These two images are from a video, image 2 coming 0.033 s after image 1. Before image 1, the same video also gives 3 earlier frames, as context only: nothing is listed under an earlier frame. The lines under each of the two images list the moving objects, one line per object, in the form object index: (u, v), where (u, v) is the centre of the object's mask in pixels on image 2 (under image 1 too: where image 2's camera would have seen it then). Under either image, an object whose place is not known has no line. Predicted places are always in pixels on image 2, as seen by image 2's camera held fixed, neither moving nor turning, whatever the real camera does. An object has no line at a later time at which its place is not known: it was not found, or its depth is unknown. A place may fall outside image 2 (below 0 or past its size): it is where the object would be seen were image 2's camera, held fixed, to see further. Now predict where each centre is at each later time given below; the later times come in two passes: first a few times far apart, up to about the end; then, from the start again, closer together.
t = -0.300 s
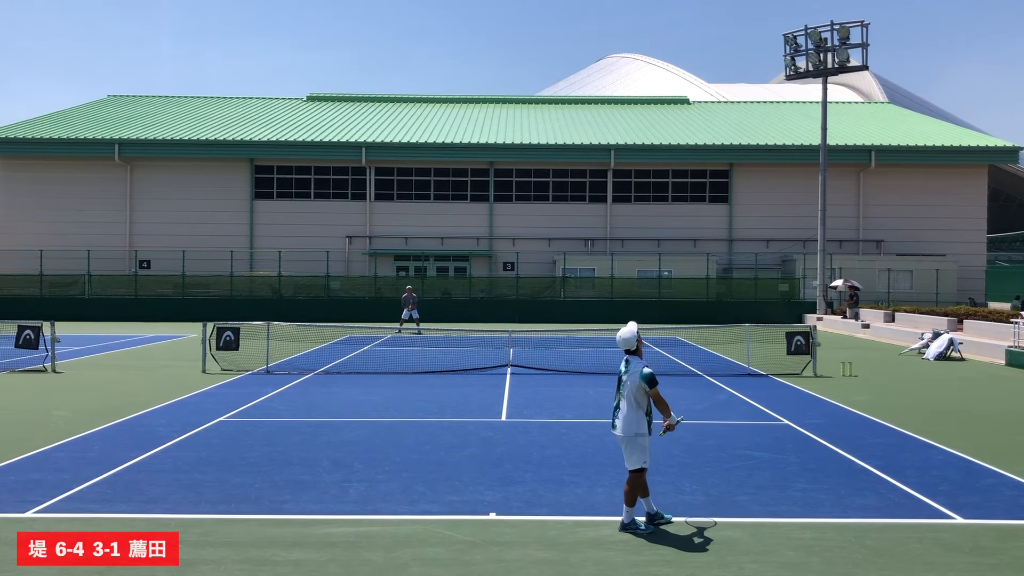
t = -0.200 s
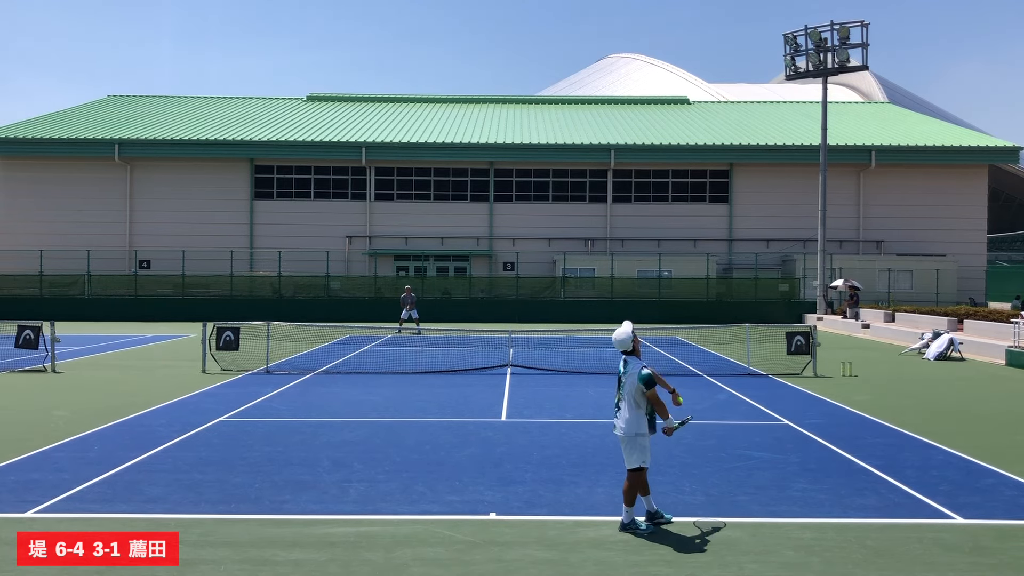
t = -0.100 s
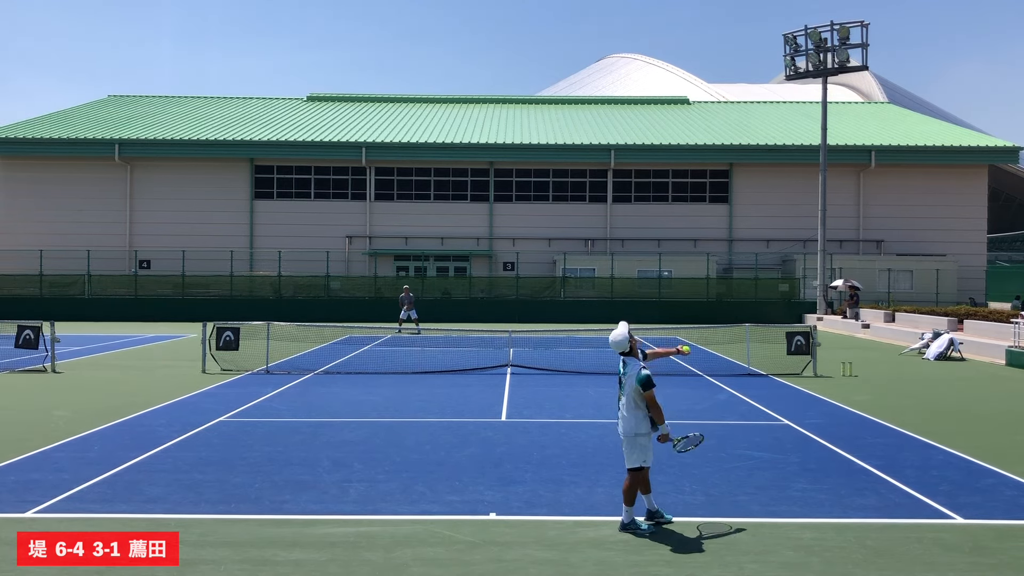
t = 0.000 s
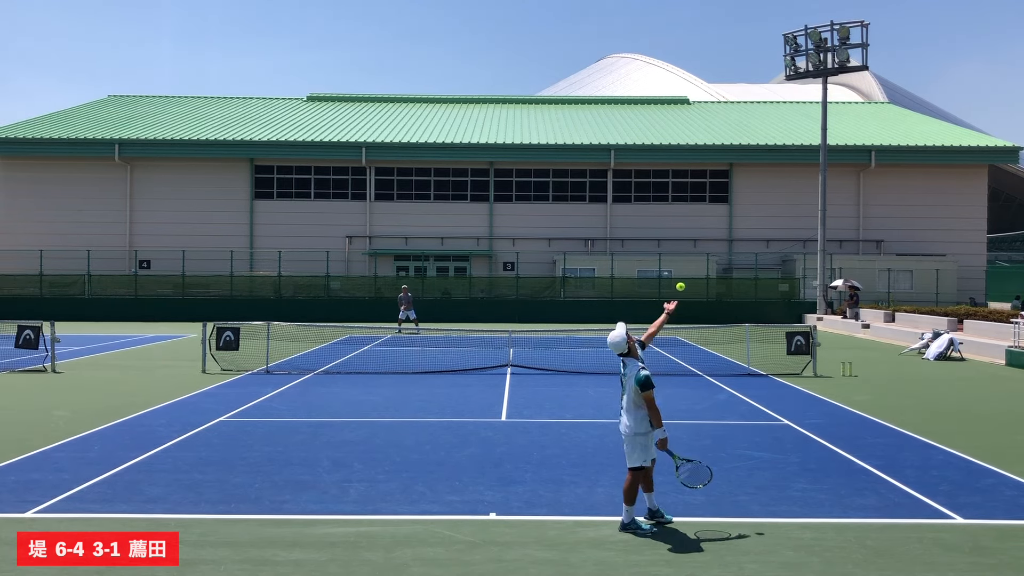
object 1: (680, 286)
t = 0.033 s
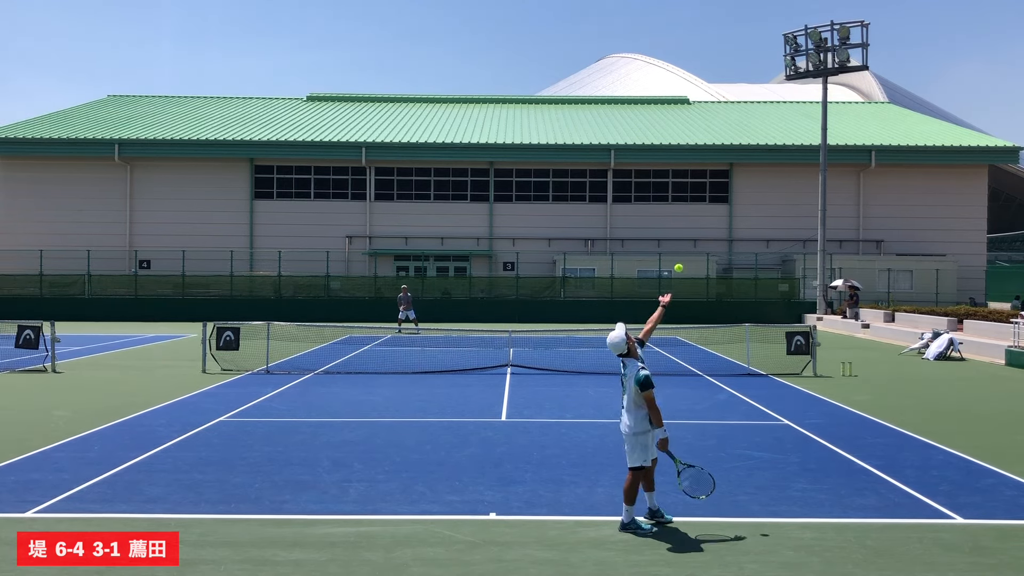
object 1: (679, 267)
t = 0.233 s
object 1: (668, 182)
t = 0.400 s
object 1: (660, 144)
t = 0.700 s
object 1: (644, 153)
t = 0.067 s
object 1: (677, 250)
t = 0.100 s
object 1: (675, 233)
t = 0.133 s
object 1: (673, 218)
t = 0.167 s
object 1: (672, 205)
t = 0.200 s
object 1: (670, 193)
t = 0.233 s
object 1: (668, 182)
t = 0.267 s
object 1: (667, 171)
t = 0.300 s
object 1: (665, 163)
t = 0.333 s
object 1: (663, 155)
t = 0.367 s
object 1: (662, 149)
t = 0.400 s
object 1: (660, 144)
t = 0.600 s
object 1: (649, 139)
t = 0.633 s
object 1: (648, 142)
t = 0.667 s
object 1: (646, 147)
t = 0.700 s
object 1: (644, 153)
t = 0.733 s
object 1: (642, 159)
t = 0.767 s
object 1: (640, 167)
